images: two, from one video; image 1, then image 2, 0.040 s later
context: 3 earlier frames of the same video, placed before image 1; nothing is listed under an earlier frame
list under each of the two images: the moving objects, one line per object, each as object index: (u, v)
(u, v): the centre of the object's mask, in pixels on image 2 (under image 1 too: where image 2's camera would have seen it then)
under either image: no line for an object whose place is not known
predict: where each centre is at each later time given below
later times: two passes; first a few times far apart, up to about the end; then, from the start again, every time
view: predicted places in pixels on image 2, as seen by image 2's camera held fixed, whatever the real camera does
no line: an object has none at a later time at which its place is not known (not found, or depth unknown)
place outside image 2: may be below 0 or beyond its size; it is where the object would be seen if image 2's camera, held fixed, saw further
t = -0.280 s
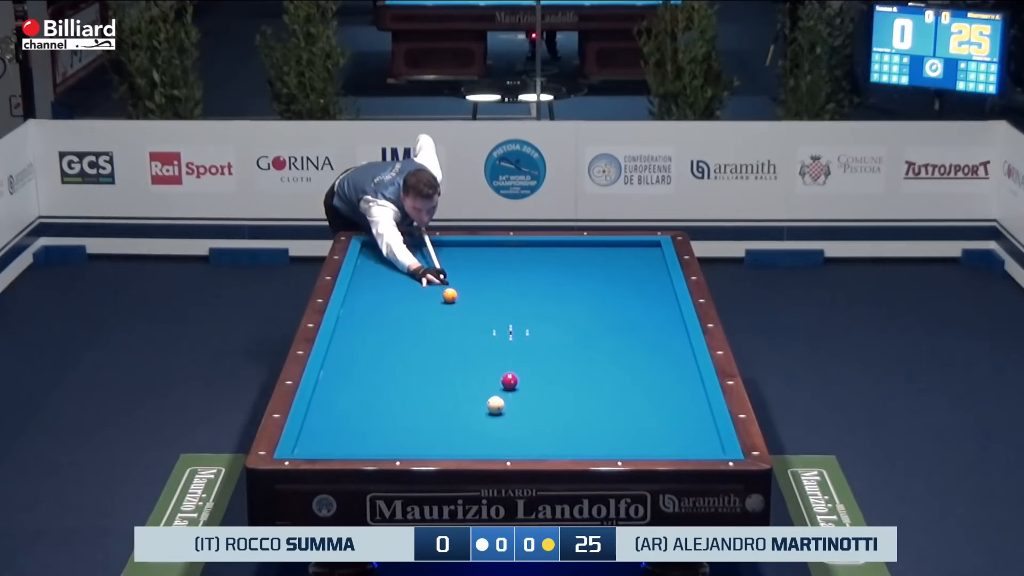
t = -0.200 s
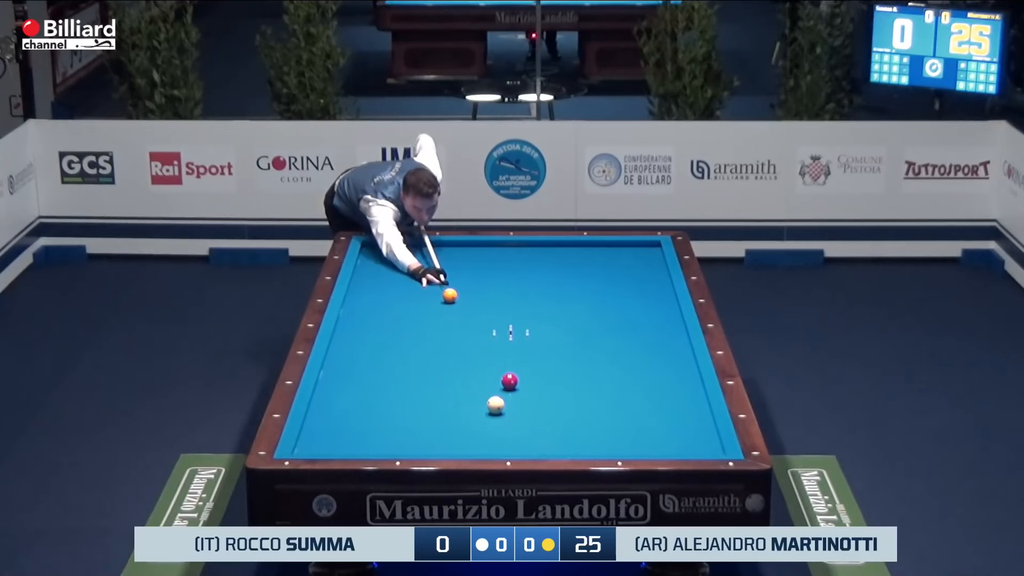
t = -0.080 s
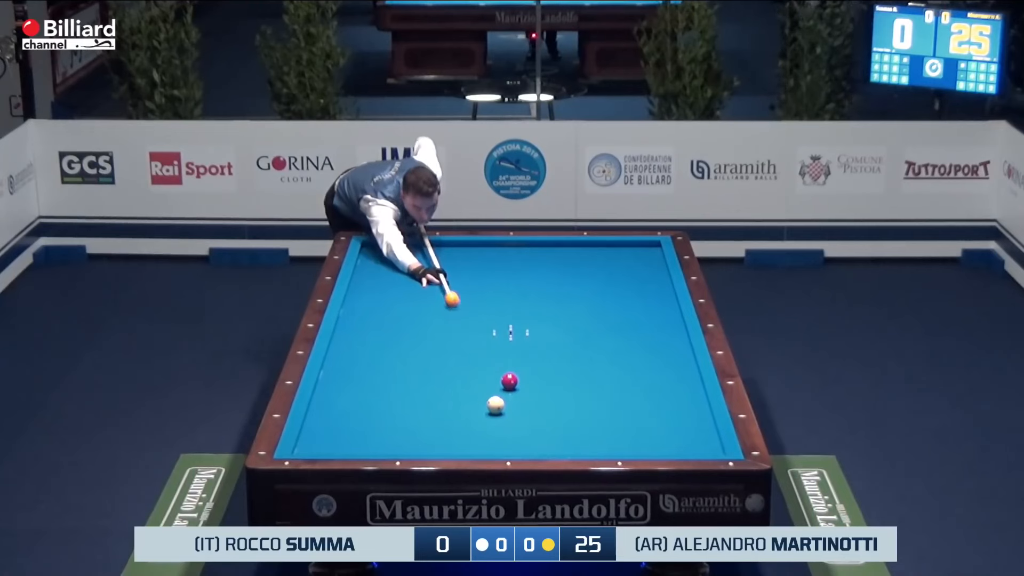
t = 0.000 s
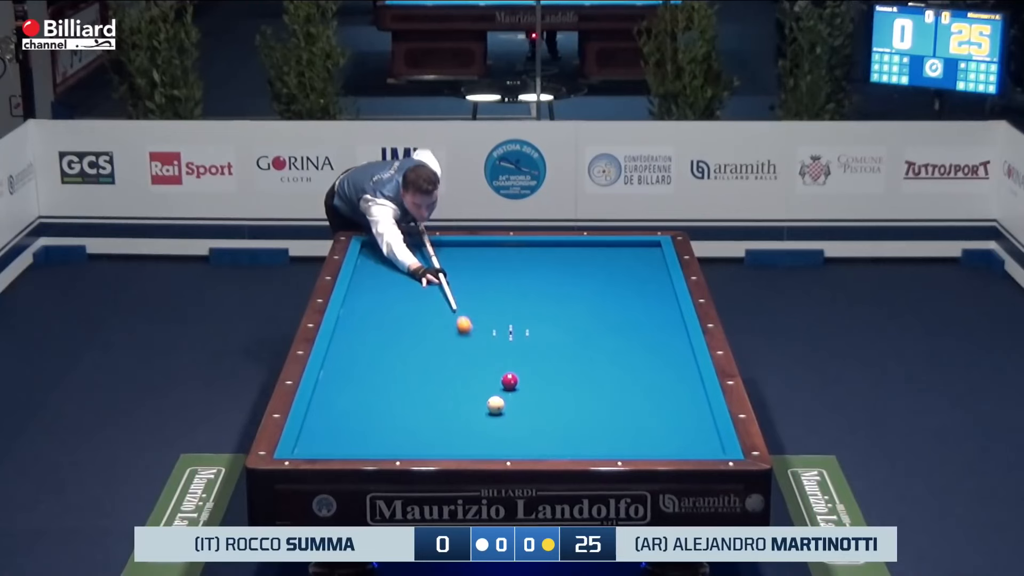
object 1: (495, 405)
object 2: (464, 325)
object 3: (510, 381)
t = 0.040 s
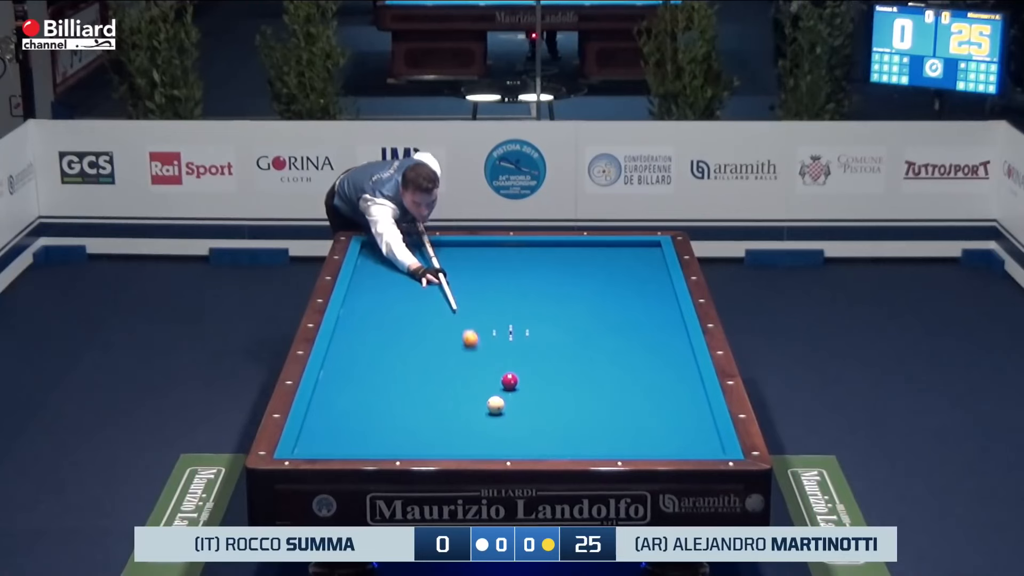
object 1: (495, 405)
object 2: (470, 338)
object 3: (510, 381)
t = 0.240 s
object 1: (491, 420)
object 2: (510, 400)
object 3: (510, 381)
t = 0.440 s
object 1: (482, 419)
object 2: (557, 405)
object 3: (510, 381)
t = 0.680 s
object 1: (483, 359)
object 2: (607, 409)
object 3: (510, 381)
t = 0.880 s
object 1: (484, 323)
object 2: (649, 413)
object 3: (510, 381)
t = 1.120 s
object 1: (486, 288)
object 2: (698, 417)
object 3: (510, 381)
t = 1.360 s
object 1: (487, 257)
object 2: (679, 417)
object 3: (510, 381)
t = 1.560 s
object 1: (488, 249)
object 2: (660, 418)
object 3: (510, 381)
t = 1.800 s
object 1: (489, 270)
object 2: (637, 419)
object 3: (510, 381)
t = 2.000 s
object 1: (490, 286)
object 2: (618, 419)
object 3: (510, 381)
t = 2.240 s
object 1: (492, 305)
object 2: (597, 420)
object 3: (510, 381)
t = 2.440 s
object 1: (493, 322)
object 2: (579, 420)
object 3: (510, 381)
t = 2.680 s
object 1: (494, 343)
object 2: (559, 421)
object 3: (510, 381)
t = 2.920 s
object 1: (495, 365)
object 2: (539, 422)
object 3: (509, 381)
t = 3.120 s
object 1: (487, 382)
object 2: (523, 422)
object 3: (519, 384)
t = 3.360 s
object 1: (461, 398)
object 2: (504, 423)
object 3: (544, 391)
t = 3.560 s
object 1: (439, 413)
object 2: (490, 423)
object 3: (563, 397)
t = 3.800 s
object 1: (411, 431)
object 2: (473, 424)
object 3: (587, 404)
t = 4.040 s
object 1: (383, 447)
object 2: (456, 424)
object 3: (610, 411)
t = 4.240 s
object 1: (366, 446)
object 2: (443, 424)
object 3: (630, 417)
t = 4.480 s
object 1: (351, 437)
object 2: (428, 425)
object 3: (653, 424)
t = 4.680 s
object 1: (339, 429)
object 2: (416, 425)
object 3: (672, 430)
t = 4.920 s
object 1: (325, 419)
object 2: (402, 425)
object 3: (695, 436)
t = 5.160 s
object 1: (316, 411)
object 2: (389, 425)
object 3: (711, 443)
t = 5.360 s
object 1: (325, 405)
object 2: (379, 426)
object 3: (703, 446)
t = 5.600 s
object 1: (335, 398)
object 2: (367, 426)
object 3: (694, 449)
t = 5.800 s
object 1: (343, 392)
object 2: (358, 426)
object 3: (686, 450)
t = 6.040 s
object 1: (352, 386)
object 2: (348, 426)
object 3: (676, 449)
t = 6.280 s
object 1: (361, 380)
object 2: (338, 426)
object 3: (668, 447)
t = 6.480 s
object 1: (368, 375)
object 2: (331, 426)
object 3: (661, 446)
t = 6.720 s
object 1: (377, 369)
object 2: (323, 426)
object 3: (653, 444)
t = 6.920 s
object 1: (383, 365)
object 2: (317, 426)
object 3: (647, 443)
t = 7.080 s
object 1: (389, 362)
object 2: (312, 426)
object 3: (643, 442)
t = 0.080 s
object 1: (495, 405)
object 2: (477, 353)
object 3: (510, 381)
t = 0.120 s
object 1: (495, 405)
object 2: (484, 368)
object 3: (510, 381)
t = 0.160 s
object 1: (495, 405)
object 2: (491, 383)
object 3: (510, 381)
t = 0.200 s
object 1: (495, 406)
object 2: (499, 395)
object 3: (509, 381)
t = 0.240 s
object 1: (491, 420)
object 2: (510, 400)
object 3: (510, 381)
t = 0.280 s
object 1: (486, 437)
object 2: (520, 402)
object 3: (510, 381)
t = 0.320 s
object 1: (482, 449)
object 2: (531, 402)
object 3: (510, 381)
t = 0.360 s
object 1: (481, 443)
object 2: (540, 403)
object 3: (510, 381)
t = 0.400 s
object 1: (481, 430)
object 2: (549, 404)
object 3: (510, 381)
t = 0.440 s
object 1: (482, 419)
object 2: (557, 405)
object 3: (510, 381)
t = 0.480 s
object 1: (482, 407)
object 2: (566, 406)
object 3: (510, 381)
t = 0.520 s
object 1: (482, 397)
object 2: (574, 406)
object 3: (510, 381)
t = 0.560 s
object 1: (482, 387)
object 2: (582, 407)
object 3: (510, 381)
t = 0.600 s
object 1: (483, 377)
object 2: (590, 407)
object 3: (510, 381)
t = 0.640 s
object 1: (483, 368)
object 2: (599, 408)
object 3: (510, 381)
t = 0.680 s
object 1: (483, 359)
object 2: (607, 409)
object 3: (510, 381)
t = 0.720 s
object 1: (483, 352)
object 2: (615, 410)
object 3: (510, 381)
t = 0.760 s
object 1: (484, 344)
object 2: (624, 411)
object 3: (510, 381)
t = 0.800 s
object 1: (484, 337)
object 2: (632, 411)
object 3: (510, 381)
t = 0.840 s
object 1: (484, 330)
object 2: (640, 412)
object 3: (510, 381)
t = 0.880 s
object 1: (484, 323)
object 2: (649, 413)
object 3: (510, 381)
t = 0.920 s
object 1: (485, 317)
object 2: (657, 413)
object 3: (510, 381)
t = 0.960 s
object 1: (485, 311)
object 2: (665, 414)
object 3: (510, 381)
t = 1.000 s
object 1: (485, 305)
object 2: (674, 415)
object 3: (510, 381)
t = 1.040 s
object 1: (485, 300)
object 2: (682, 415)
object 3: (510, 381)
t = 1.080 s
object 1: (486, 293)
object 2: (690, 416)
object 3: (510, 381)
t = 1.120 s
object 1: (486, 288)
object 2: (698, 417)
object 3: (510, 381)
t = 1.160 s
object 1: (486, 283)
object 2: (706, 417)
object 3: (510, 381)
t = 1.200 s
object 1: (486, 277)
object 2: (700, 417)
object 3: (510, 381)
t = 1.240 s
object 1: (486, 272)
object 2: (694, 417)
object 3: (510, 381)
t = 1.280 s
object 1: (487, 267)
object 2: (688, 417)
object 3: (510, 381)
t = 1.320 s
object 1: (487, 262)
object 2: (683, 417)
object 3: (510, 381)
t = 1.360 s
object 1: (487, 257)
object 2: (679, 417)
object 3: (510, 381)
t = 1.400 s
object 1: (487, 252)
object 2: (675, 418)
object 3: (510, 381)
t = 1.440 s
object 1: (487, 248)
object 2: (671, 418)
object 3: (510, 381)
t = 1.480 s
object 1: (487, 243)
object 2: (668, 418)
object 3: (510, 381)
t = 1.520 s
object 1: (487, 245)
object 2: (664, 418)
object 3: (510, 381)
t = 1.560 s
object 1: (488, 249)
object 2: (660, 418)
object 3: (510, 381)
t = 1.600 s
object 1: (488, 252)
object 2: (656, 418)
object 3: (510, 381)
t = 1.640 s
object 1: (488, 256)
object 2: (652, 418)
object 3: (510, 381)
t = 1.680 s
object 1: (488, 260)
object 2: (648, 418)
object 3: (510, 381)
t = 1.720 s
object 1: (489, 264)
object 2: (644, 418)
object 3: (510, 381)
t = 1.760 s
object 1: (489, 267)
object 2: (640, 418)
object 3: (510, 381)
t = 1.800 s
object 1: (489, 270)
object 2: (637, 419)
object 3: (510, 381)
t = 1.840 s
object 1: (489, 274)
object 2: (633, 419)
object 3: (510, 381)
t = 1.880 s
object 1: (490, 277)
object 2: (629, 419)
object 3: (510, 381)
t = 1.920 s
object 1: (490, 280)
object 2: (625, 419)
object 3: (510, 381)
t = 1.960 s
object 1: (490, 283)
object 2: (622, 419)
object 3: (510, 381)
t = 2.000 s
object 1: (490, 286)
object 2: (618, 419)
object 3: (510, 381)
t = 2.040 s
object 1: (490, 289)
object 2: (615, 419)
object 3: (510, 381)
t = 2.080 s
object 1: (491, 293)
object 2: (611, 419)
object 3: (510, 381)
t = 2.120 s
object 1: (491, 296)
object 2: (607, 419)
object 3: (510, 381)
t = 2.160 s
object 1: (491, 299)
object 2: (604, 419)
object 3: (510, 381)
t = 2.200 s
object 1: (491, 302)
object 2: (600, 420)
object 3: (510, 381)
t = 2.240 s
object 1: (492, 305)
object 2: (597, 420)
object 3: (510, 381)
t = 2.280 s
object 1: (492, 308)
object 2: (593, 420)
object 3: (510, 381)
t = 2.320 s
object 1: (492, 312)
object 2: (589, 420)
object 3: (510, 381)
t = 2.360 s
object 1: (492, 315)
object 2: (586, 420)
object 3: (510, 381)
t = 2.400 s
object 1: (493, 318)
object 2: (582, 420)
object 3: (510, 381)
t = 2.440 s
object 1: (493, 322)
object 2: (579, 420)
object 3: (510, 381)
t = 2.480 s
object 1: (493, 325)
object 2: (576, 420)
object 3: (510, 381)
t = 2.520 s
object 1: (493, 328)
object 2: (572, 421)
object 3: (510, 381)
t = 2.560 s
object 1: (493, 332)
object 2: (569, 421)
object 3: (510, 381)
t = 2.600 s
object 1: (494, 336)
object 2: (565, 421)
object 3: (510, 381)
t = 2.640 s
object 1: (494, 339)
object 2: (562, 421)
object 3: (510, 381)
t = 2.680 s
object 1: (494, 343)
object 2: (559, 421)
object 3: (510, 381)
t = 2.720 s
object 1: (494, 346)
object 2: (555, 421)
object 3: (510, 381)
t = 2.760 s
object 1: (495, 350)
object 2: (552, 421)
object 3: (509, 381)
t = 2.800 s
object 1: (495, 354)
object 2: (549, 422)
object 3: (509, 381)
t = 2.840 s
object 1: (495, 357)
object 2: (545, 422)
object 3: (509, 381)
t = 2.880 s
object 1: (495, 361)
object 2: (542, 422)
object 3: (510, 381)
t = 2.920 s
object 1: (495, 365)
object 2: (539, 422)
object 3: (509, 381)
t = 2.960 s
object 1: (496, 369)
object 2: (536, 422)
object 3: (510, 381)
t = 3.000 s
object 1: (496, 373)
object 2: (533, 422)
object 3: (510, 381)
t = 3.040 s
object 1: (496, 377)
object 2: (529, 422)
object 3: (510, 381)
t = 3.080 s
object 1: (492, 380)
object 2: (526, 422)
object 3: (514, 382)
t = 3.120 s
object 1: (487, 382)
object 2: (523, 422)
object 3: (519, 384)
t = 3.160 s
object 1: (482, 385)
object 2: (520, 423)
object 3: (524, 385)
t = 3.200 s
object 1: (478, 387)
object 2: (517, 423)
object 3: (528, 386)
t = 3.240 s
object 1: (474, 390)
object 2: (514, 423)
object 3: (532, 387)
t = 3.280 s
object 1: (470, 393)
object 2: (511, 423)
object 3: (536, 389)
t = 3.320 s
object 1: (465, 396)
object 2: (508, 423)
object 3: (540, 390)
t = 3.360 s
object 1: (461, 398)
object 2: (504, 423)
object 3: (544, 391)
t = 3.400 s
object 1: (457, 401)
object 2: (502, 423)
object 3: (548, 392)
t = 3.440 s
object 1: (452, 404)
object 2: (499, 423)
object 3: (552, 393)
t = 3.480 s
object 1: (448, 407)
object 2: (496, 423)
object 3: (556, 395)
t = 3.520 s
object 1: (443, 410)
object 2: (493, 423)
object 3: (560, 396)
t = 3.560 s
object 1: (439, 413)
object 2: (490, 423)
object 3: (563, 397)
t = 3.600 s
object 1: (434, 416)
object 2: (487, 423)
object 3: (567, 398)
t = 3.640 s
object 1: (430, 418)
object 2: (484, 423)
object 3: (571, 399)
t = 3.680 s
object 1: (425, 422)
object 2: (481, 424)
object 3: (575, 401)
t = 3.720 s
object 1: (421, 425)
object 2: (478, 424)
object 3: (579, 402)
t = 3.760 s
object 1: (416, 427)
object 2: (475, 424)
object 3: (583, 403)
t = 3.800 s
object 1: (411, 431)
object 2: (473, 424)
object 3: (587, 404)
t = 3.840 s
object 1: (407, 433)
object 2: (470, 424)
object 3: (591, 405)
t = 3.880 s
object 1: (402, 437)
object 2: (467, 424)
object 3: (595, 407)
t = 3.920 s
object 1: (397, 440)
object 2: (464, 424)
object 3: (598, 408)
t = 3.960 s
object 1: (392, 443)
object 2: (462, 424)
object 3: (602, 409)
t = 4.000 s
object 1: (388, 445)
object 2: (459, 424)
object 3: (606, 410)
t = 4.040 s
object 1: (383, 447)
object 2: (456, 424)
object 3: (610, 411)
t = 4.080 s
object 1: (378, 449)
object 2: (454, 424)
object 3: (614, 412)
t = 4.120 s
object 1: (374, 450)
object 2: (451, 424)
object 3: (618, 413)
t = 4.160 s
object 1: (372, 448)
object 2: (448, 424)
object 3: (622, 415)
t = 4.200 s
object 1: (369, 447)
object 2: (446, 424)
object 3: (626, 416)
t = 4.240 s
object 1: (366, 446)
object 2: (443, 424)
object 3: (630, 417)
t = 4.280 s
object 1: (364, 444)
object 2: (440, 424)
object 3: (633, 418)
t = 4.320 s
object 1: (361, 443)
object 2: (438, 425)
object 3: (637, 419)
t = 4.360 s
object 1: (359, 441)
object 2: (435, 425)
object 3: (641, 420)
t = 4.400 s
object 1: (356, 440)
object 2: (433, 425)
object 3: (645, 422)
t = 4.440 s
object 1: (353, 438)
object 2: (430, 425)
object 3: (649, 423)
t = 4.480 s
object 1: (351, 437)
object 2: (428, 425)
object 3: (653, 424)
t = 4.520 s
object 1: (348, 435)
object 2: (426, 425)
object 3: (656, 425)
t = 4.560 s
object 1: (346, 433)
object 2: (423, 425)
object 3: (660, 426)
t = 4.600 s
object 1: (344, 432)
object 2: (421, 425)
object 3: (664, 427)
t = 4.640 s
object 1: (341, 430)
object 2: (418, 425)
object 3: (668, 428)
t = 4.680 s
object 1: (339, 429)
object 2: (416, 425)
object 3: (672, 430)
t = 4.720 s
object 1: (337, 427)
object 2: (414, 425)
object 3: (676, 431)
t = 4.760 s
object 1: (334, 426)
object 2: (411, 425)
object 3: (680, 432)
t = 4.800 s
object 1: (332, 424)
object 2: (409, 425)
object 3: (683, 433)
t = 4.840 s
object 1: (330, 423)
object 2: (407, 425)
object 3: (687, 434)
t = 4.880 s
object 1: (327, 421)
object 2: (404, 425)
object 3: (691, 435)
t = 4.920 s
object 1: (325, 419)
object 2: (402, 425)
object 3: (695, 436)
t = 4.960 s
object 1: (323, 418)
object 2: (400, 425)
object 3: (699, 438)
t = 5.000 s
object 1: (321, 417)
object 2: (398, 426)
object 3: (703, 439)
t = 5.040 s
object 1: (318, 415)
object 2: (396, 426)
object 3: (706, 440)
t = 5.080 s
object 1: (316, 414)
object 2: (393, 426)
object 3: (710, 441)
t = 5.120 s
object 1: (314, 412)
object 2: (391, 426)
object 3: (713, 442)
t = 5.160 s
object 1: (316, 411)
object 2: (389, 425)
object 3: (711, 443)
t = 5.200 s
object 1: (318, 410)
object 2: (387, 426)
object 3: (709, 443)
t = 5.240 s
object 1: (320, 409)
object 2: (385, 426)
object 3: (707, 444)
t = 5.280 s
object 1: (321, 407)
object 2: (383, 426)
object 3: (706, 445)
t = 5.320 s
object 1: (323, 406)
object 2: (381, 426)
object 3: (704, 445)
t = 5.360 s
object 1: (325, 405)
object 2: (379, 426)
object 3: (703, 446)
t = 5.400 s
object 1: (327, 404)
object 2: (377, 426)
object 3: (701, 446)
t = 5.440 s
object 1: (328, 403)
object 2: (375, 426)
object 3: (700, 447)
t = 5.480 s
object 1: (330, 401)
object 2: (373, 426)
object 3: (698, 447)
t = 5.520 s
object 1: (332, 400)
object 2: (371, 426)
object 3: (697, 448)
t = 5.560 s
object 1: (334, 399)
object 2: (369, 426)
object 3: (695, 448)
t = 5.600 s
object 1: (335, 398)
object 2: (367, 426)
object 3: (694, 449)
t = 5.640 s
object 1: (337, 397)
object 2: (365, 426)
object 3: (692, 449)
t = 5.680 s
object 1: (338, 395)
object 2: (363, 426)
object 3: (691, 450)
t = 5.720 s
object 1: (340, 394)
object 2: (362, 426)
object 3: (689, 450)
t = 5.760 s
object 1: (342, 393)
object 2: (360, 426)
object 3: (687, 450)
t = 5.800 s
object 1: (343, 392)
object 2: (358, 426)
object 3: (686, 450)
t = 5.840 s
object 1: (345, 391)
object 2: (356, 426)
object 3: (684, 450)
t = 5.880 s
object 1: (346, 390)
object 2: (355, 426)
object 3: (682, 450)
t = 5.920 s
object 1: (348, 389)
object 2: (353, 426)
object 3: (681, 449)
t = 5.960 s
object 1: (349, 388)
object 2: (351, 426)
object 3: (679, 449)
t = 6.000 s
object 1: (351, 387)
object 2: (349, 426)
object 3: (678, 449)
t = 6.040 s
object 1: (352, 386)
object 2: (348, 426)
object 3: (676, 449)
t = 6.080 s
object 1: (354, 385)
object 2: (346, 426)
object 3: (675, 448)
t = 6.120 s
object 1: (355, 384)
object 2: (345, 426)
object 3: (673, 448)
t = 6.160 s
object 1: (357, 383)
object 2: (343, 426)
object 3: (672, 448)
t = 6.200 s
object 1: (358, 382)
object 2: (342, 426)
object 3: (670, 447)
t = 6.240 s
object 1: (360, 381)
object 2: (340, 426)
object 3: (669, 447)
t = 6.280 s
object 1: (361, 380)
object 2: (338, 426)
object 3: (668, 447)
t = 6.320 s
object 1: (363, 379)
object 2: (337, 426)
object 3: (666, 447)
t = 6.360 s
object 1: (364, 378)
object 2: (336, 426)
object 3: (665, 447)
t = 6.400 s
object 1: (366, 377)
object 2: (334, 426)
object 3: (663, 446)
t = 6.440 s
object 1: (367, 376)
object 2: (332, 426)
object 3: (662, 446)
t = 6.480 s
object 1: (368, 375)
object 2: (331, 426)
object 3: (661, 446)
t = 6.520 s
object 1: (370, 374)
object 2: (330, 426)
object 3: (659, 446)
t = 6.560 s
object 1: (371, 373)
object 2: (328, 426)
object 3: (658, 445)
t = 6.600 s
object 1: (372, 372)
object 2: (327, 426)
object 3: (657, 445)
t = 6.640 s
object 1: (374, 371)
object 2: (326, 426)
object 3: (656, 445)
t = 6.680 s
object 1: (375, 370)
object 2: (324, 426)
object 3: (654, 445)
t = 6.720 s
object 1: (377, 369)
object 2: (323, 426)
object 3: (653, 444)
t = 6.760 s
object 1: (378, 369)
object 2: (322, 426)
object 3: (652, 444)
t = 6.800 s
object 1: (379, 368)
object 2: (320, 426)
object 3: (651, 444)
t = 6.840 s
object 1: (381, 367)
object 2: (319, 426)
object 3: (650, 444)
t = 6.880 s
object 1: (382, 366)
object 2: (318, 426)
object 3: (648, 443)
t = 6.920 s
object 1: (383, 365)
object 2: (317, 426)
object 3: (647, 443)
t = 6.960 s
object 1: (385, 364)
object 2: (316, 426)
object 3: (646, 443)
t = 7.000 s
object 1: (386, 363)
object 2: (315, 426)
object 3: (645, 443)
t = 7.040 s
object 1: (387, 363)
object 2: (313, 426)
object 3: (644, 442)
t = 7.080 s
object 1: (389, 362)
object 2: (312, 426)
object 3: (643, 442)
